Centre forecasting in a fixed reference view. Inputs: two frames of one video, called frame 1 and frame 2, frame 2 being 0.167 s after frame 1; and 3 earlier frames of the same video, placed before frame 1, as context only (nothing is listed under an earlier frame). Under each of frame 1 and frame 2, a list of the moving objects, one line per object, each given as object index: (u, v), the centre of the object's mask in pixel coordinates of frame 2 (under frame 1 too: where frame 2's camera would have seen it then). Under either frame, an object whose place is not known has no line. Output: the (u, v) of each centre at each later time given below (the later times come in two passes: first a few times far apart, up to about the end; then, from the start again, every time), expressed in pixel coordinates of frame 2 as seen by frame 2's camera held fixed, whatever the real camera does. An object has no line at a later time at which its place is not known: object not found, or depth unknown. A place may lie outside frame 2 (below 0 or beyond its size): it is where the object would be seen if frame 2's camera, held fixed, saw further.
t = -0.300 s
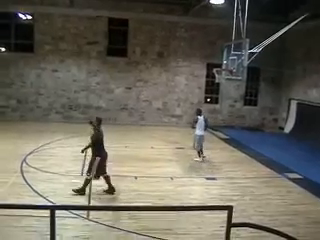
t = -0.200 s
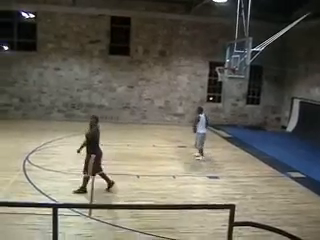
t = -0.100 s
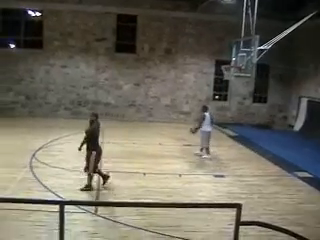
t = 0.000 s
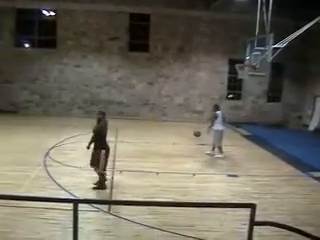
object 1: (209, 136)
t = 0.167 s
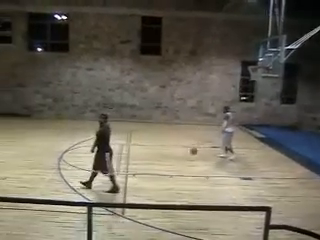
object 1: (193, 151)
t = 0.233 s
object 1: (187, 156)
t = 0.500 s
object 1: (164, 142)
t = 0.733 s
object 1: (142, 147)
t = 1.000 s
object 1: (115, 152)
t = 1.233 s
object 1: (92, 151)
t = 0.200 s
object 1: (190, 155)
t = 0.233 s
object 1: (187, 156)
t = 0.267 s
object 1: (184, 152)
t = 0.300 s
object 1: (181, 150)
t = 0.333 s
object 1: (179, 148)
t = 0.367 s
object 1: (176, 146)
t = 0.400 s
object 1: (173, 144)
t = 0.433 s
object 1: (170, 143)
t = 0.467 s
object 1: (167, 142)
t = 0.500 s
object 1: (164, 142)
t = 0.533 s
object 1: (161, 141)
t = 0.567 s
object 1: (158, 141)
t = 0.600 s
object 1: (154, 141)
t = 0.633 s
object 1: (152, 142)
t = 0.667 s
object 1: (148, 144)
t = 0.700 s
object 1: (145, 145)
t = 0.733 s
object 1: (142, 147)
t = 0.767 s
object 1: (138, 149)
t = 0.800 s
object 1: (135, 152)
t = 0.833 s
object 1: (133, 155)
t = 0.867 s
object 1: (129, 158)
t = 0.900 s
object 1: (125, 158)
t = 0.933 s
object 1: (122, 156)
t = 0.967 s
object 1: (118, 153)
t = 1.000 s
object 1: (115, 152)
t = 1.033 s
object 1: (112, 151)
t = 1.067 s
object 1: (109, 150)
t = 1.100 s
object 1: (106, 150)
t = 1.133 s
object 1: (103, 150)
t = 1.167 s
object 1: (99, 150)
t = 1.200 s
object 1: (96, 151)
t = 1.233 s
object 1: (92, 151)
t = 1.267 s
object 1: (89, 153)
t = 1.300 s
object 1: (85, 155)
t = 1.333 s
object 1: (82, 157)
